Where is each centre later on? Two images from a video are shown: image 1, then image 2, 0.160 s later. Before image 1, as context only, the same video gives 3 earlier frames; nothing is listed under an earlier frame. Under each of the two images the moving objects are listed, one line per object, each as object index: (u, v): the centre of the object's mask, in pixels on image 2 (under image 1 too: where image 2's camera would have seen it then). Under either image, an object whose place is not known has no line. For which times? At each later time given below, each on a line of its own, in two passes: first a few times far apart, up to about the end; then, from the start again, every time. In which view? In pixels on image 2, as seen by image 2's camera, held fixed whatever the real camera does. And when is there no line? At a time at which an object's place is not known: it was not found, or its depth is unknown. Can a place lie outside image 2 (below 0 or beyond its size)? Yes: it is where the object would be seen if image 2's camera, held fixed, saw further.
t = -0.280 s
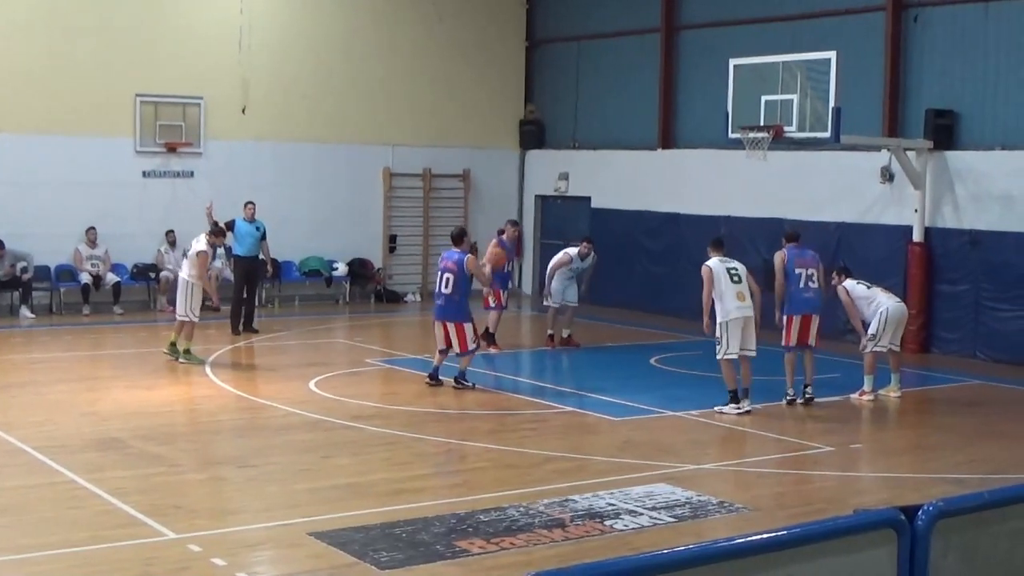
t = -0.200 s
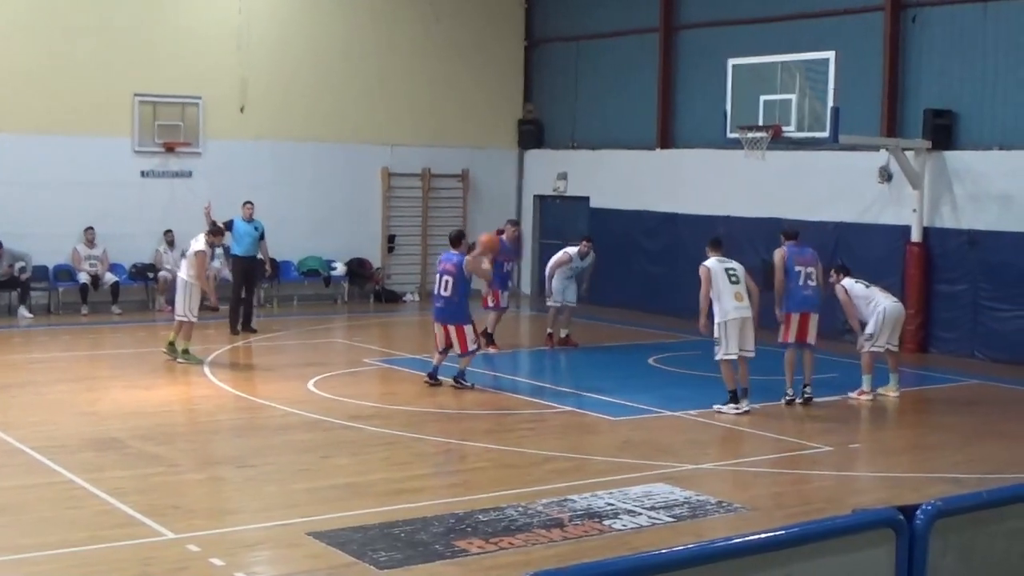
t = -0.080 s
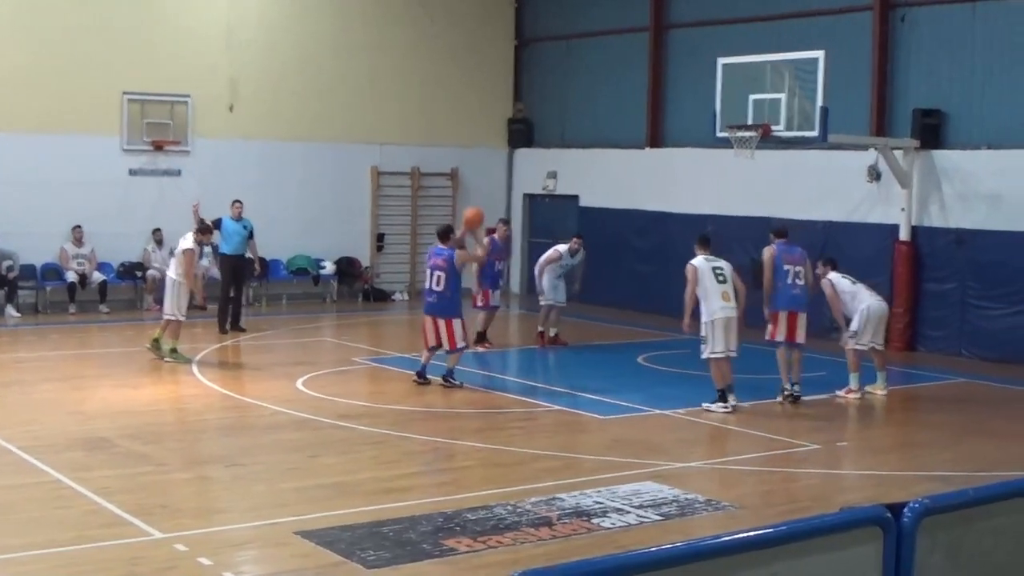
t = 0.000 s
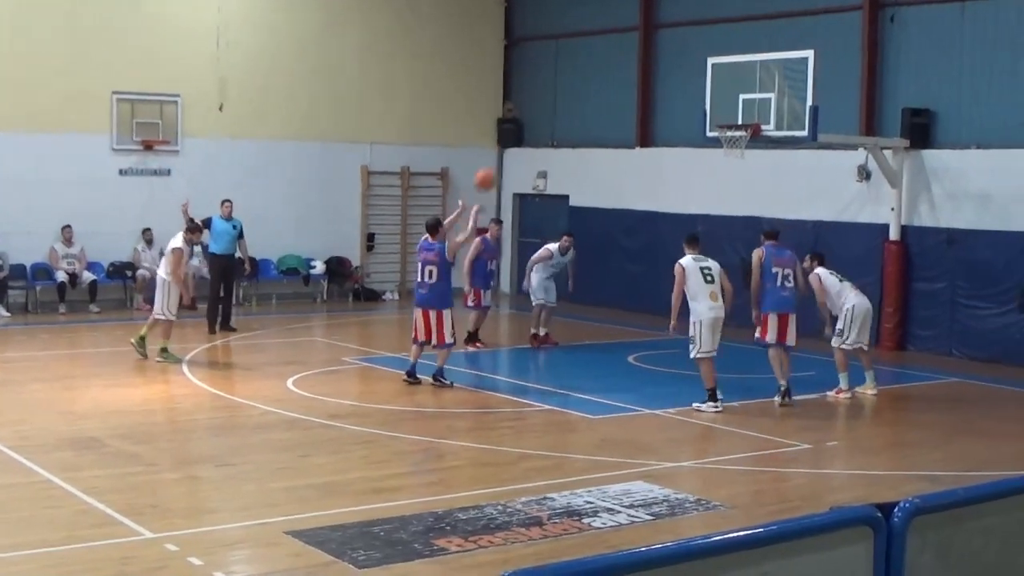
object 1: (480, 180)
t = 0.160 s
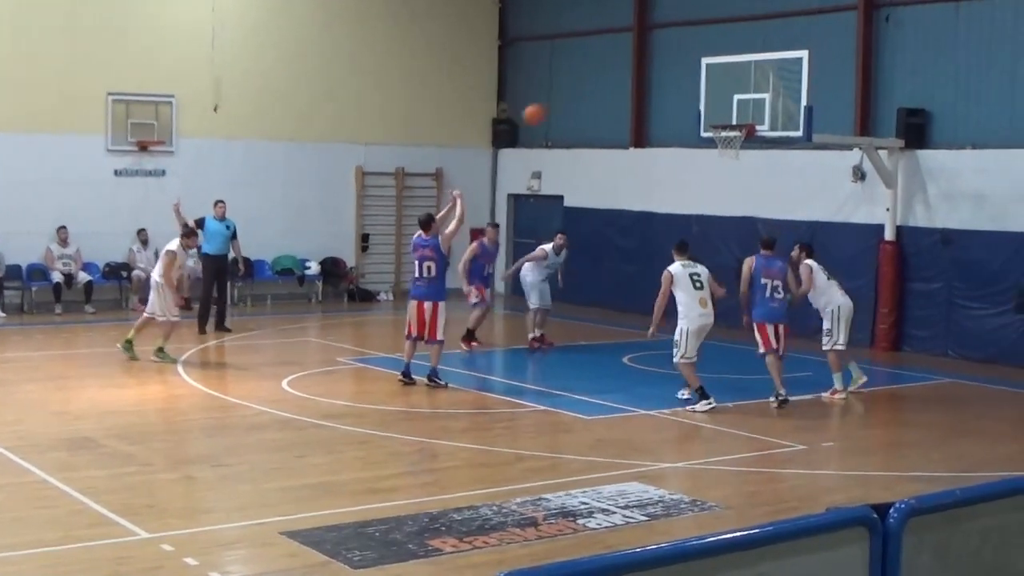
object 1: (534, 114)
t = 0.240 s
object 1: (559, 91)
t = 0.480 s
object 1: (632, 56)
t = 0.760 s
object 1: (706, 75)
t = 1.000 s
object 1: (750, 104)
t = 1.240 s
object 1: (735, 83)
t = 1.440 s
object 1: (722, 98)
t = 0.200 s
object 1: (547, 102)
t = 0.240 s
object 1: (559, 91)
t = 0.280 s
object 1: (572, 81)
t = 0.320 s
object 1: (584, 73)
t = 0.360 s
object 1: (596, 67)
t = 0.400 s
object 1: (608, 62)
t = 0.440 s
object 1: (620, 58)
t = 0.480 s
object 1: (632, 56)
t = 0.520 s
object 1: (643, 55)
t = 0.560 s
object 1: (653, 55)
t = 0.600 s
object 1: (664, 57)
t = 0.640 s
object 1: (675, 59)
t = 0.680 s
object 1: (685, 63)
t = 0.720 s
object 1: (695, 68)
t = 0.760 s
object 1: (706, 75)
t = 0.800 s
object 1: (716, 83)
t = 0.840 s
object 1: (725, 91)
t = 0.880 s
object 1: (734, 101)
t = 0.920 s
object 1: (744, 111)
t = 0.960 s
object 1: (749, 111)
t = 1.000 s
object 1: (750, 104)
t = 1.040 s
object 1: (746, 98)
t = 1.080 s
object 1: (745, 92)
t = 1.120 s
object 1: (742, 87)
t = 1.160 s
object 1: (740, 85)
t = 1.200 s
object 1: (737, 83)
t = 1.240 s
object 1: (735, 83)
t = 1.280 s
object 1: (732, 83)
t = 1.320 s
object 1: (731, 85)
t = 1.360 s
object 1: (727, 89)
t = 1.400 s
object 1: (725, 92)
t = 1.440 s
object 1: (722, 98)
